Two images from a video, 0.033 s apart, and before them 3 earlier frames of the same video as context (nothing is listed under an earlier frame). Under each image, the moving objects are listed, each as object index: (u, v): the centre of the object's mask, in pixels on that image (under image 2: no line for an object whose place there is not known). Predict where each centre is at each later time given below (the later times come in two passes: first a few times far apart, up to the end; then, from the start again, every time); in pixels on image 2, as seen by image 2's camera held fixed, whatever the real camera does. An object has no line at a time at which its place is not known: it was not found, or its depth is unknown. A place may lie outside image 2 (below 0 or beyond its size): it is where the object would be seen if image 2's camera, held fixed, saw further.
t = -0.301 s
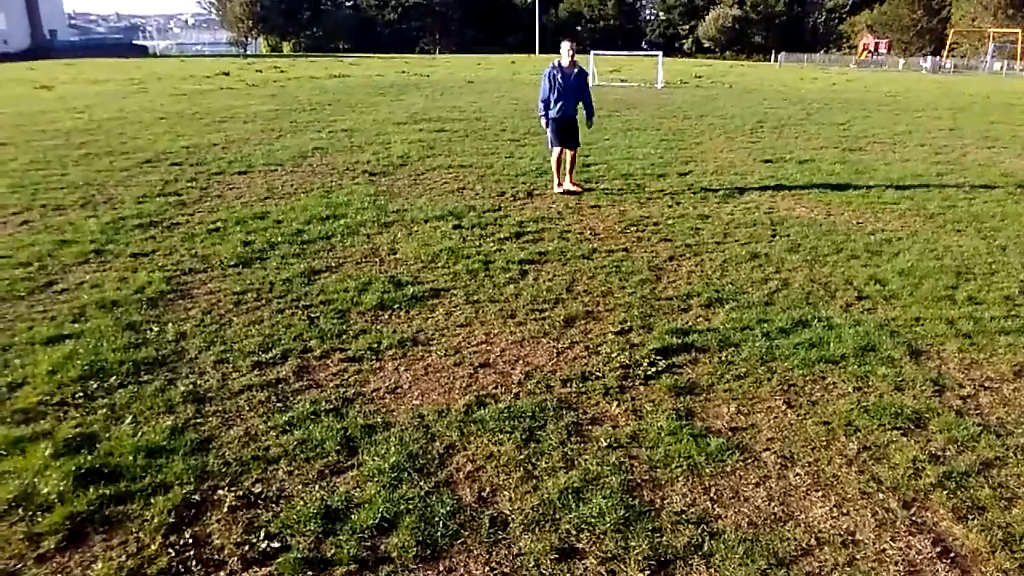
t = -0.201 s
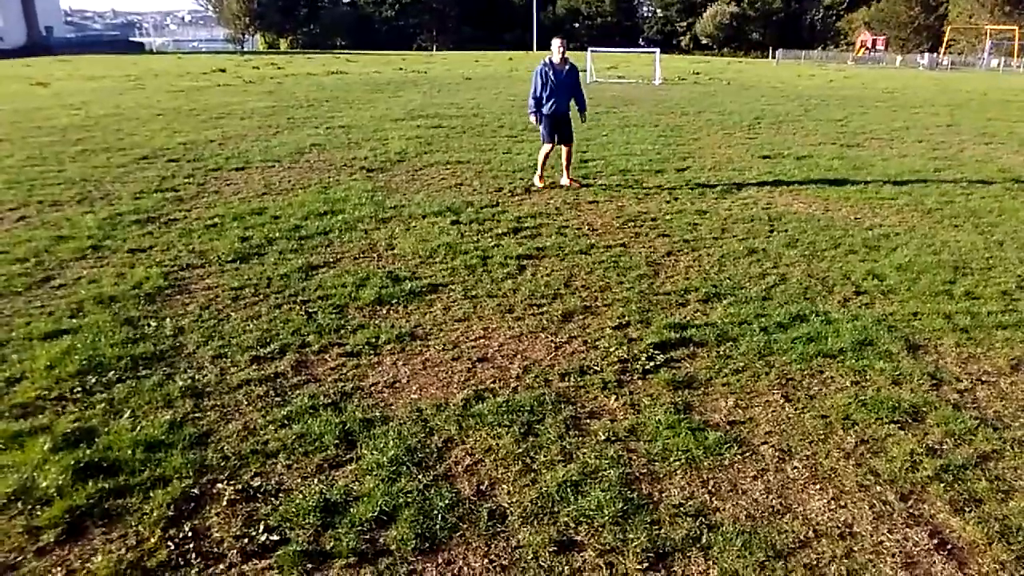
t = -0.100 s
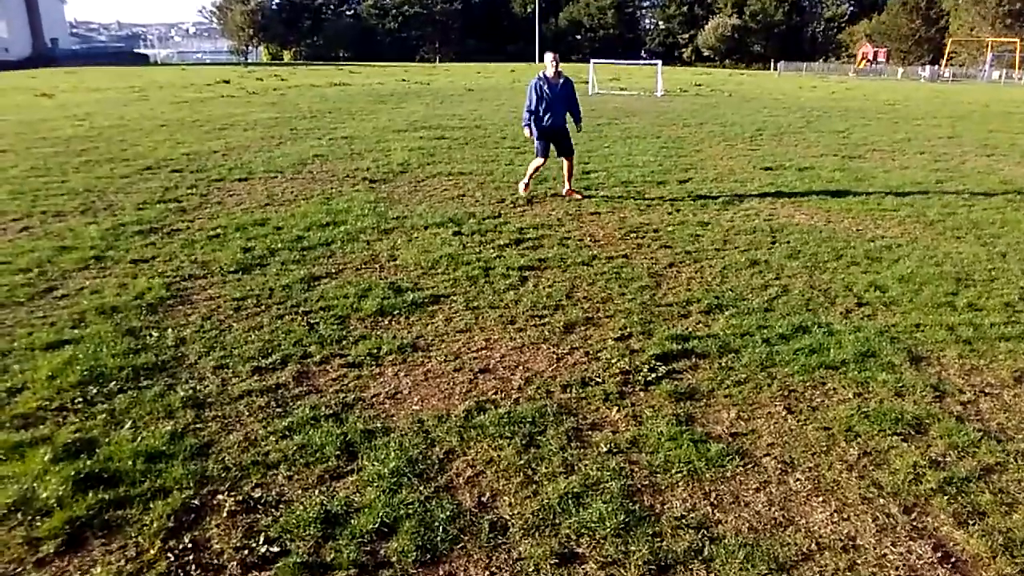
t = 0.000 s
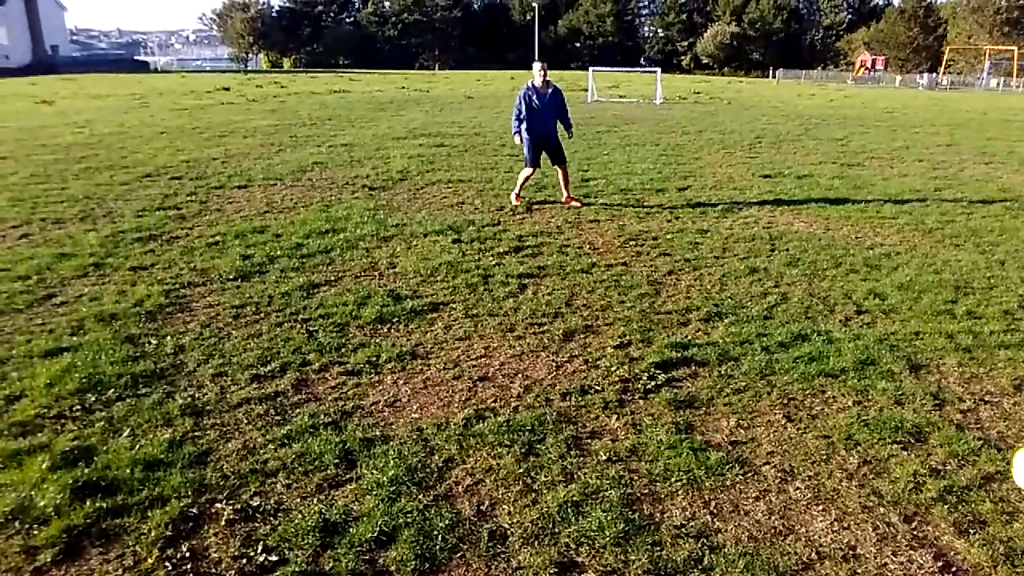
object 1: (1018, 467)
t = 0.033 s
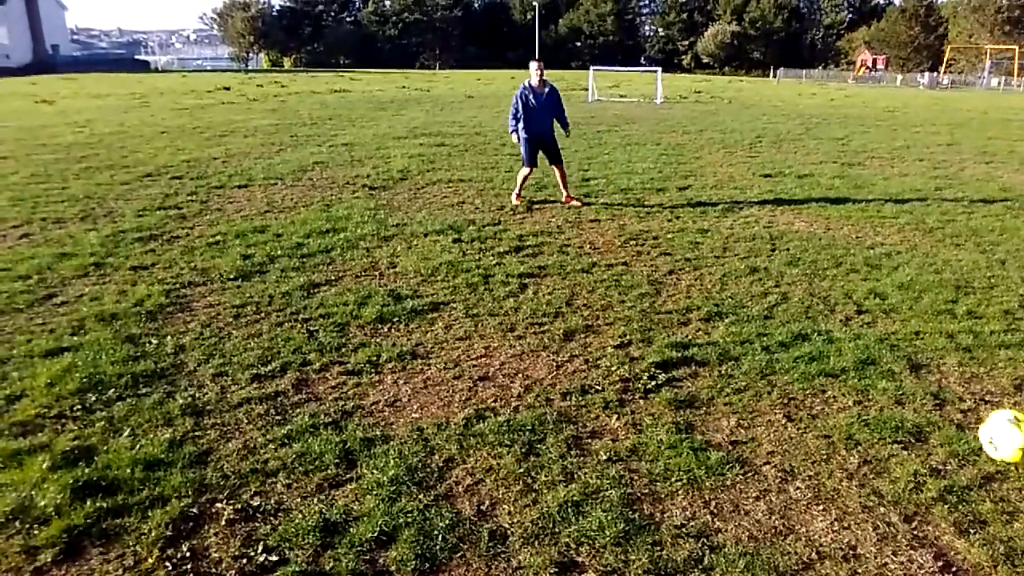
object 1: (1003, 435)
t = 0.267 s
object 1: (808, 308)
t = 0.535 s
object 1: (658, 316)
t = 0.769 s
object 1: (567, 263)
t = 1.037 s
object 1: (489, 227)
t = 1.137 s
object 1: (467, 222)
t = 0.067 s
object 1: (975, 405)
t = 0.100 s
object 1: (942, 380)
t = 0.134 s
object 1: (911, 360)
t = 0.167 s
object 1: (883, 341)
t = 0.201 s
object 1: (856, 326)
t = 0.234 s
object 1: (831, 316)
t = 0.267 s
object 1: (808, 308)
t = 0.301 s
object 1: (785, 301)
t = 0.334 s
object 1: (762, 297)
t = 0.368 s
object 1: (744, 298)
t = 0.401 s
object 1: (723, 297)
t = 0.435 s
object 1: (707, 299)
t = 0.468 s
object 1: (691, 304)
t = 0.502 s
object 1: (674, 309)
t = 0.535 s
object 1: (658, 316)
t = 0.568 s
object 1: (643, 305)
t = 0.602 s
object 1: (628, 293)
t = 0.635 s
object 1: (616, 284)
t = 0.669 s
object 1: (601, 275)
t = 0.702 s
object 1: (588, 269)
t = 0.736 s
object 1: (577, 264)
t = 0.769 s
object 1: (567, 263)
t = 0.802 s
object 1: (556, 262)
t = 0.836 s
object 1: (545, 261)
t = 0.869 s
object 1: (535, 263)
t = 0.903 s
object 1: (526, 254)
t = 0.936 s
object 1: (516, 244)
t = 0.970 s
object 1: (508, 237)
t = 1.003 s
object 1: (497, 231)
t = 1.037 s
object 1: (489, 227)
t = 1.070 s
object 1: (482, 224)
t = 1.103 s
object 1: (475, 222)
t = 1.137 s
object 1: (467, 222)
